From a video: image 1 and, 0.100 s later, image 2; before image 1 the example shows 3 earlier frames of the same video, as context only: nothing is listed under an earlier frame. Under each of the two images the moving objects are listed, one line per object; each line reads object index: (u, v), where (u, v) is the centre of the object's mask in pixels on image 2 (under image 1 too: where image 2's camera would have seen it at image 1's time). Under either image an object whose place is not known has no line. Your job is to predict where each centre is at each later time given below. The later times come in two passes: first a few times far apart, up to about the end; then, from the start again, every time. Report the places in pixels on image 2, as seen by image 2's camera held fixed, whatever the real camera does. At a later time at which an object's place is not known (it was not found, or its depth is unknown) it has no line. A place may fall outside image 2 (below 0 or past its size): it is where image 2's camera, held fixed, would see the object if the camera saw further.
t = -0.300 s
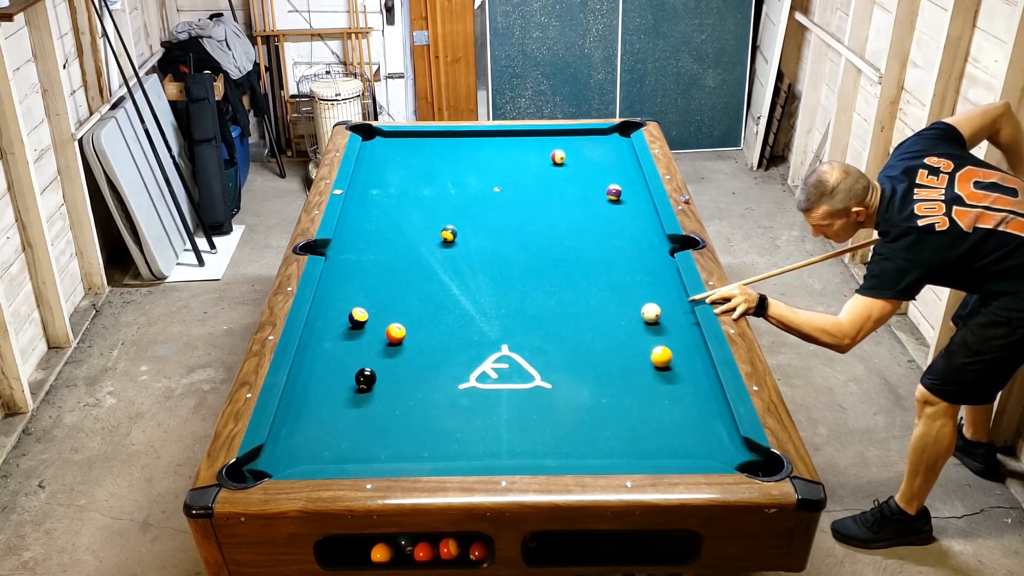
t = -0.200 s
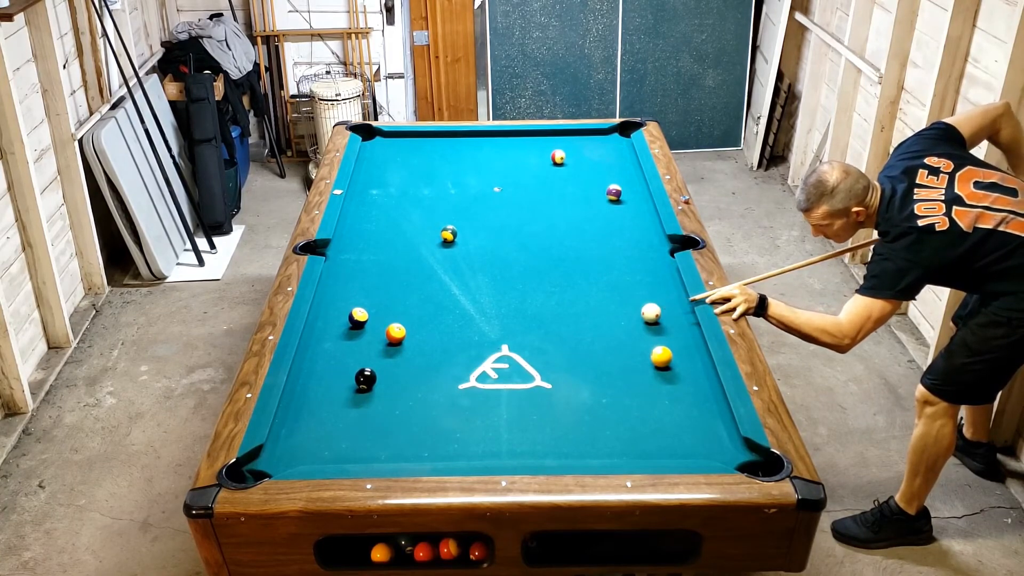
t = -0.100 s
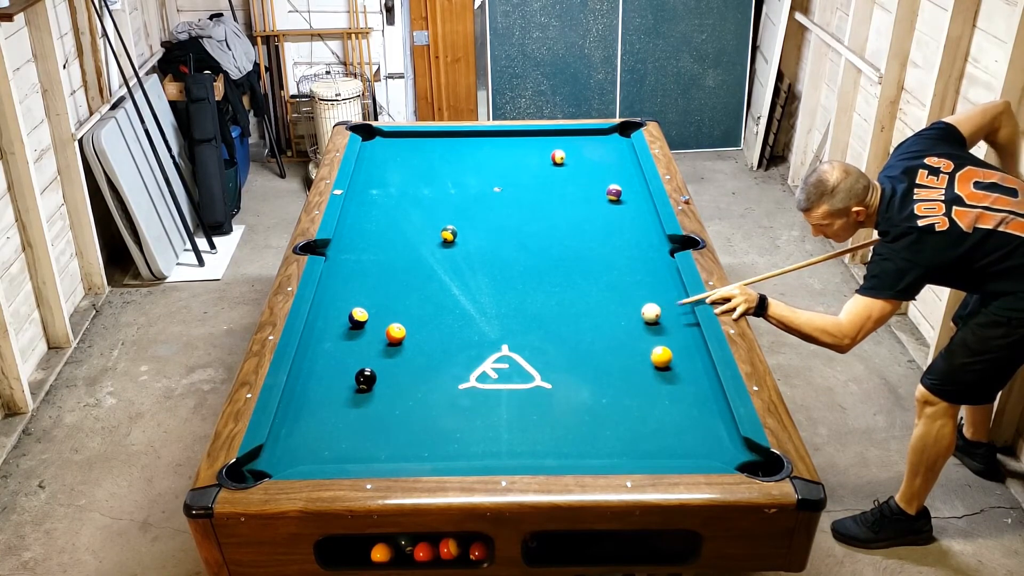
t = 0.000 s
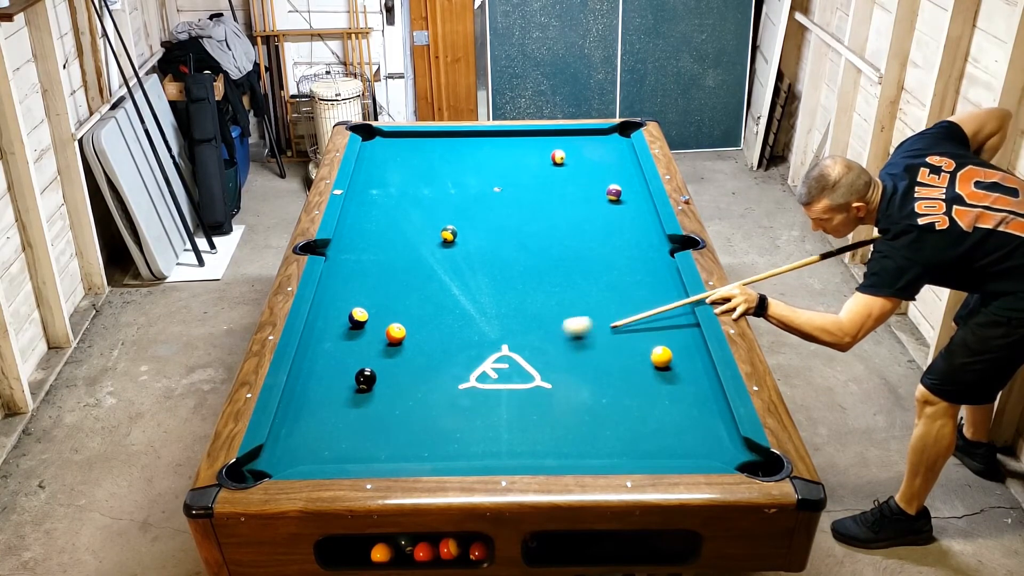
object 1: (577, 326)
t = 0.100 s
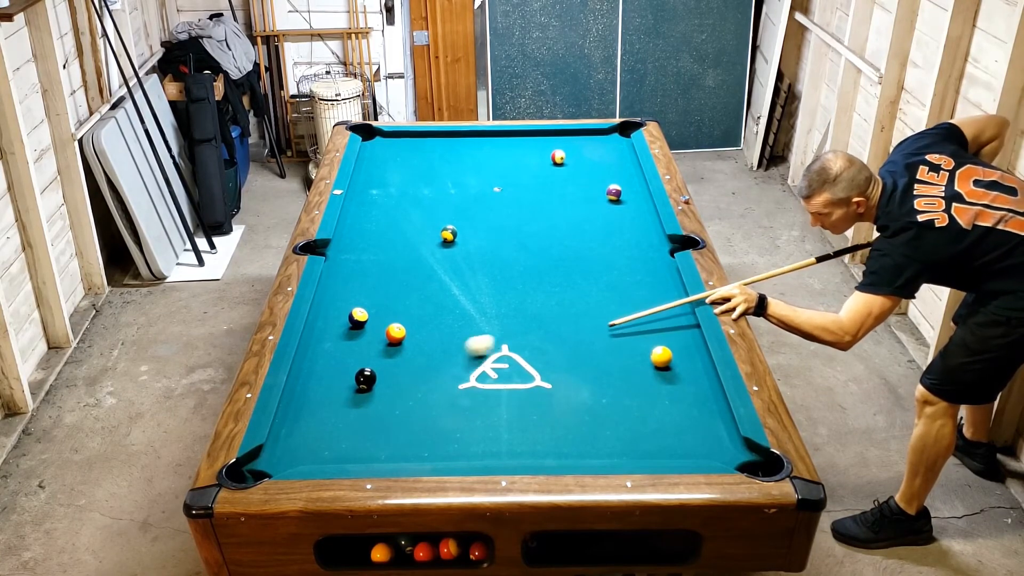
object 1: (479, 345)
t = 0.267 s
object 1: (338, 361)
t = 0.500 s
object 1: (387, 346)
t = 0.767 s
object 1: (487, 331)
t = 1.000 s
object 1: (569, 320)
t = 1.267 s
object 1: (657, 308)
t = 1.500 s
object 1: (651, 303)
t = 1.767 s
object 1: (604, 299)
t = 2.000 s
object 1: (565, 296)
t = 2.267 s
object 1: (525, 293)
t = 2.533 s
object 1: (487, 289)
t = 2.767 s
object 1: (458, 287)
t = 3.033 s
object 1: (425, 284)
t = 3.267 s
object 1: (400, 282)
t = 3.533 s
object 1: (373, 280)
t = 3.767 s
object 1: (351, 278)
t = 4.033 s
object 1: (329, 276)
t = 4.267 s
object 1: (339, 275)
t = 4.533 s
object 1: (349, 274)
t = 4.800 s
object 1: (357, 273)
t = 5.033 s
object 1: (362, 273)
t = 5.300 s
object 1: (366, 273)
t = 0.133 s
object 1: (448, 352)
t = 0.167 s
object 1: (417, 358)
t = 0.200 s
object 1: (387, 363)
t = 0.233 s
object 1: (361, 363)
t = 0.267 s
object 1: (338, 361)
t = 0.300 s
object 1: (316, 359)
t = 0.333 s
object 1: (309, 356)
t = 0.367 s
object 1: (328, 354)
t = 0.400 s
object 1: (345, 351)
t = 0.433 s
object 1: (360, 349)
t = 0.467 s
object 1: (375, 347)
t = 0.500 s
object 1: (387, 346)
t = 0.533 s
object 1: (401, 344)
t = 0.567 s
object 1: (413, 342)
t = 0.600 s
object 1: (426, 340)
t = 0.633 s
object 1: (439, 338)
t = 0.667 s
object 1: (451, 336)
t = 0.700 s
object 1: (463, 335)
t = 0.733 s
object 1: (475, 333)
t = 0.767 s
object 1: (487, 331)
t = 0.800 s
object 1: (499, 330)
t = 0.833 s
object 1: (511, 328)
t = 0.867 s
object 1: (523, 327)
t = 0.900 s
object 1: (534, 325)
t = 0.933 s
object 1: (546, 323)
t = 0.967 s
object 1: (557, 322)
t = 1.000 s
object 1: (569, 320)
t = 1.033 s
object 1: (580, 318)
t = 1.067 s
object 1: (591, 317)
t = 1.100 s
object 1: (602, 315)
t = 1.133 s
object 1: (614, 314)
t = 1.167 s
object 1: (624, 313)
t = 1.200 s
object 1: (635, 311)
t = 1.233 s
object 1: (646, 310)
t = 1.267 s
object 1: (657, 308)
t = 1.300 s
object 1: (668, 307)
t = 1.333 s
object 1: (678, 305)
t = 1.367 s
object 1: (678, 304)
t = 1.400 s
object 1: (670, 304)
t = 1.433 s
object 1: (663, 304)
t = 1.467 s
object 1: (657, 303)
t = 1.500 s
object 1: (651, 303)
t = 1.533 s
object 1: (645, 302)
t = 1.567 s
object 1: (639, 302)
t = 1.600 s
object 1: (633, 301)
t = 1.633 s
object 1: (627, 301)
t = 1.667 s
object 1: (621, 300)
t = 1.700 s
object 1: (615, 300)
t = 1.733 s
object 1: (610, 300)
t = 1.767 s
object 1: (604, 299)
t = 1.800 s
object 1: (598, 299)
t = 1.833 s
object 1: (593, 298)
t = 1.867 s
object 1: (587, 298)
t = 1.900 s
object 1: (582, 297)
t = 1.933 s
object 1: (576, 297)
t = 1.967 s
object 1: (571, 296)
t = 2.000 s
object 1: (565, 296)
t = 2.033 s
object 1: (560, 295)
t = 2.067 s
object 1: (555, 295)
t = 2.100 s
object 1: (550, 295)
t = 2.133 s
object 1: (545, 294)
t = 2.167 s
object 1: (540, 294)
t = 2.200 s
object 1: (535, 294)
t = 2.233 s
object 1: (530, 293)
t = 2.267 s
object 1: (525, 293)
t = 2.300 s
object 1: (520, 292)
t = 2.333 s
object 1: (515, 292)
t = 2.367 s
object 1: (511, 292)
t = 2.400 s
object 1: (506, 291)
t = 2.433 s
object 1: (501, 291)
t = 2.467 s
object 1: (497, 290)
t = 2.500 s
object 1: (492, 290)
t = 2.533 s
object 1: (487, 289)
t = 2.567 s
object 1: (483, 289)
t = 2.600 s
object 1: (479, 289)
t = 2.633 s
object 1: (474, 288)
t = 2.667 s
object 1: (470, 288)
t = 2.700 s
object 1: (466, 288)
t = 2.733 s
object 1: (462, 287)
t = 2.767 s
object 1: (458, 287)
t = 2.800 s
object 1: (453, 287)
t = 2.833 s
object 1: (449, 286)
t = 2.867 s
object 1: (445, 286)
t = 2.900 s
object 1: (441, 286)
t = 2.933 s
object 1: (437, 285)
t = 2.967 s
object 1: (433, 285)
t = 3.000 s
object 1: (429, 284)
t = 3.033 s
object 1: (425, 284)
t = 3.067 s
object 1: (422, 284)
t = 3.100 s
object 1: (418, 283)
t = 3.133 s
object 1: (415, 283)
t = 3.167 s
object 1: (411, 283)
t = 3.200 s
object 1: (407, 283)
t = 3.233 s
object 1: (404, 282)
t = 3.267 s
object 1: (400, 282)
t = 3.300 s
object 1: (397, 282)
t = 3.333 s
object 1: (393, 281)
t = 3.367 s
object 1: (390, 281)
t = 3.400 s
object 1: (386, 281)
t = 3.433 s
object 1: (383, 281)
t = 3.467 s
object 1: (380, 280)
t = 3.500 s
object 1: (376, 280)
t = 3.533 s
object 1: (373, 280)
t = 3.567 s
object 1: (370, 279)
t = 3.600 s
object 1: (367, 279)
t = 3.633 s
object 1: (364, 279)
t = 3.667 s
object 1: (360, 279)
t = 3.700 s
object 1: (357, 278)
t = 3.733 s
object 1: (354, 278)
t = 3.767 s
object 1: (351, 278)
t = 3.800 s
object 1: (348, 278)
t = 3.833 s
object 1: (346, 277)
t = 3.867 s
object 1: (343, 277)
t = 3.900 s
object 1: (340, 277)
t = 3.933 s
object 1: (337, 277)
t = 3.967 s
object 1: (334, 276)
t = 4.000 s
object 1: (332, 276)
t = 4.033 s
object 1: (329, 276)
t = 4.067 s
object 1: (330, 276)
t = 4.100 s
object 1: (331, 276)
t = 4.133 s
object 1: (333, 276)
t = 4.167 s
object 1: (334, 276)
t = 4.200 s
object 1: (336, 275)
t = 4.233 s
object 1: (337, 275)
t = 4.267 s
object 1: (339, 275)
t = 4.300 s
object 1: (340, 275)
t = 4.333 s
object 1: (342, 275)
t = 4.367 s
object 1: (343, 275)
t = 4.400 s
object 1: (344, 275)
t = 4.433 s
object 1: (345, 274)
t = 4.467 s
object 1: (346, 274)
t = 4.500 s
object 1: (348, 274)
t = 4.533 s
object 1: (349, 274)
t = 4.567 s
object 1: (350, 274)
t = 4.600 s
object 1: (351, 274)
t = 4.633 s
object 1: (352, 274)
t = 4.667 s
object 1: (353, 274)
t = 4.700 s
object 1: (354, 274)
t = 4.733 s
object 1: (355, 273)
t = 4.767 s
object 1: (356, 273)
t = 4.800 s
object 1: (357, 273)
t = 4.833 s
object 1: (358, 273)
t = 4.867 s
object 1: (358, 273)
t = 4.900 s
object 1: (359, 273)
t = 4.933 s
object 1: (360, 273)
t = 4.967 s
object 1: (361, 273)
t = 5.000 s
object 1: (361, 273)
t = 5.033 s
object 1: (362, 273)
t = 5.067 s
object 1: (363, 273)
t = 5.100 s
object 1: (363, 273)
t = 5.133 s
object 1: (364, 273)
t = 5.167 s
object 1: (364, 273)
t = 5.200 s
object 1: (365, 273)
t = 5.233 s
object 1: (365, 273)
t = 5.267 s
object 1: (366, 273)
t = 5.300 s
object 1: (366, 273)
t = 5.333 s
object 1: (366, 273)
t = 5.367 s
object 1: (366, 273)
